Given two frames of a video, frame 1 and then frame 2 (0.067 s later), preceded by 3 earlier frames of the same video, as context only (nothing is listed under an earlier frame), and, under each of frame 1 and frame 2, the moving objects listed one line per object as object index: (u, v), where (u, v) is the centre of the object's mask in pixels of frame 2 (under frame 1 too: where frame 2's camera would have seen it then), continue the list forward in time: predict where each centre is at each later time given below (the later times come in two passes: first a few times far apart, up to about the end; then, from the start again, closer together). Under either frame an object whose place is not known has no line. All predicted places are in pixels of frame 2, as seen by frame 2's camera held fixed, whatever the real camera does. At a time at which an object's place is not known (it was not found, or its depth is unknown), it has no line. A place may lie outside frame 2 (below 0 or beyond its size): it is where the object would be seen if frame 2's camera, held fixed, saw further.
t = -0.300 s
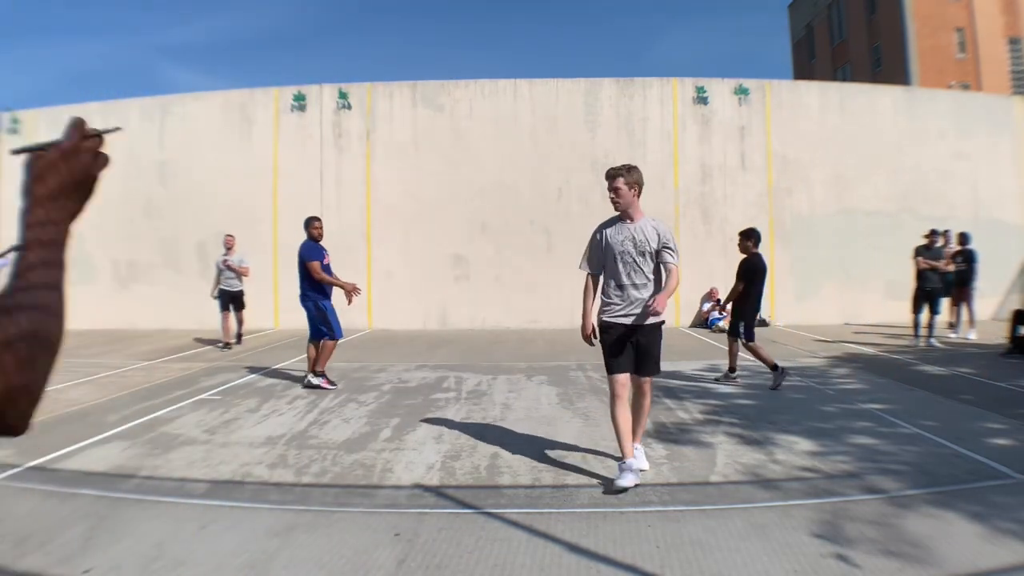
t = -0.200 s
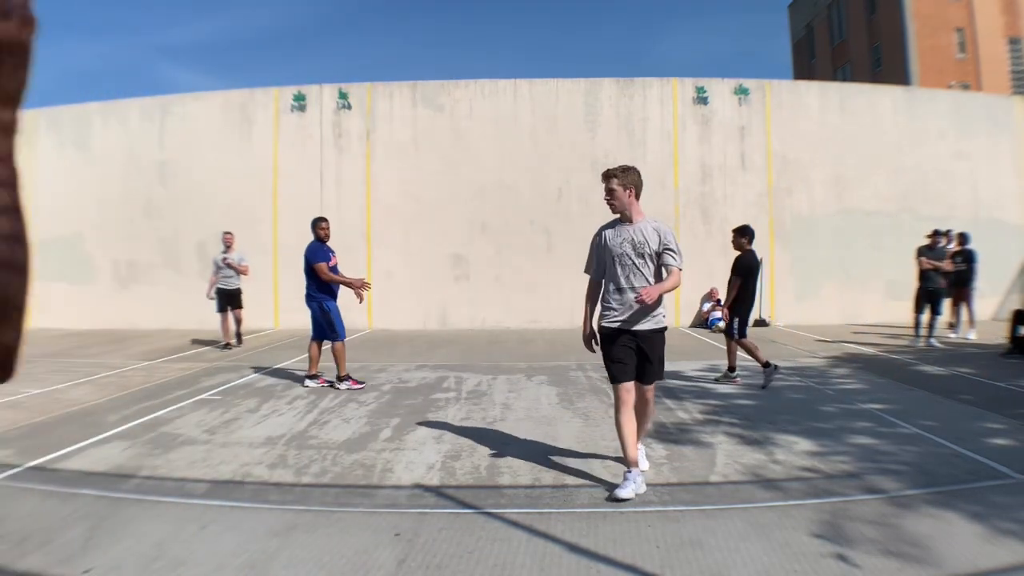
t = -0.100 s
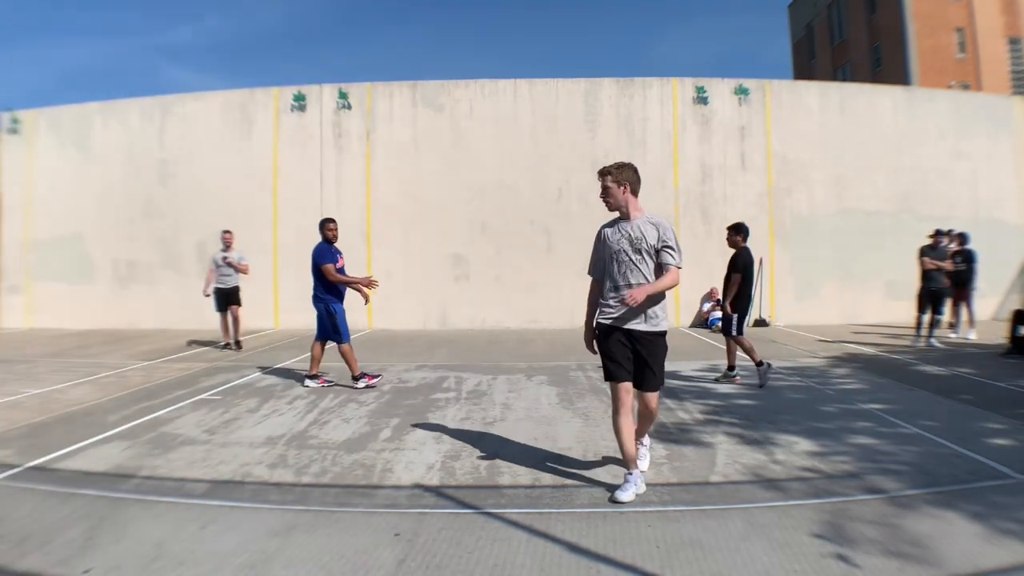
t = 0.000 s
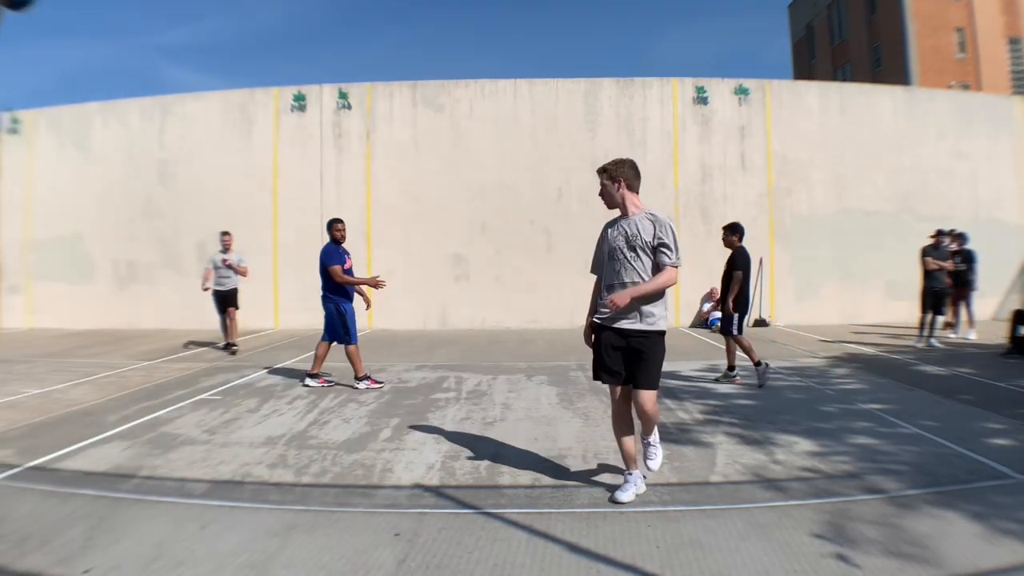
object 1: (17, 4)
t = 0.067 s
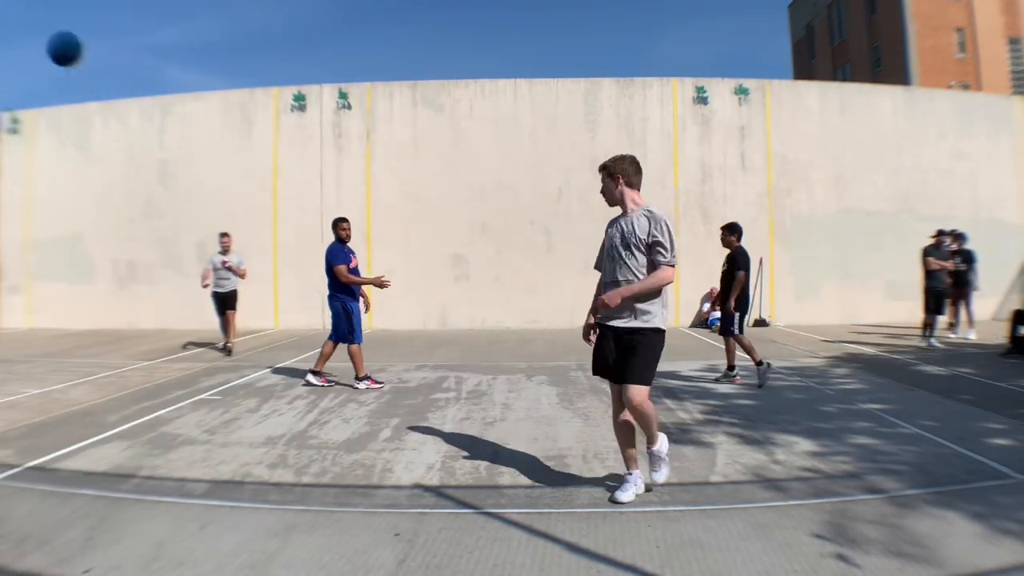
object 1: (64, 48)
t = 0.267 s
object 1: (156, 274)
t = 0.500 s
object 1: (229, 554)
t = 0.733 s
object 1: (240, 398)
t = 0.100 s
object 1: (84, 82)
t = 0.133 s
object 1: (101, 117)
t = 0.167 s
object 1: (116, 155)
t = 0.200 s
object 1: (130, 193)
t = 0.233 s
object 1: (143, 233)
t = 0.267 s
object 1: (156, 274)
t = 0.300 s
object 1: (168, 314)
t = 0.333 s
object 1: (179, 355)
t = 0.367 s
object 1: (190, 396)
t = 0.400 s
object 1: (200, 436)
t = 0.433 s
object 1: (210, 476)
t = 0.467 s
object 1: (220, 515)
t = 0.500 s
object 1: (229, 554)
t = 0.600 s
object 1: (241, 550)
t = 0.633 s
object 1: (240, 506)
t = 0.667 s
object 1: (240, 466)
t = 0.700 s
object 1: (240, 430)
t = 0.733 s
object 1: (240, 398)
